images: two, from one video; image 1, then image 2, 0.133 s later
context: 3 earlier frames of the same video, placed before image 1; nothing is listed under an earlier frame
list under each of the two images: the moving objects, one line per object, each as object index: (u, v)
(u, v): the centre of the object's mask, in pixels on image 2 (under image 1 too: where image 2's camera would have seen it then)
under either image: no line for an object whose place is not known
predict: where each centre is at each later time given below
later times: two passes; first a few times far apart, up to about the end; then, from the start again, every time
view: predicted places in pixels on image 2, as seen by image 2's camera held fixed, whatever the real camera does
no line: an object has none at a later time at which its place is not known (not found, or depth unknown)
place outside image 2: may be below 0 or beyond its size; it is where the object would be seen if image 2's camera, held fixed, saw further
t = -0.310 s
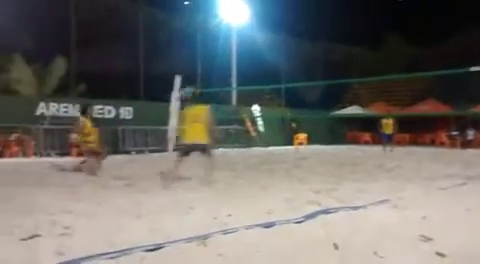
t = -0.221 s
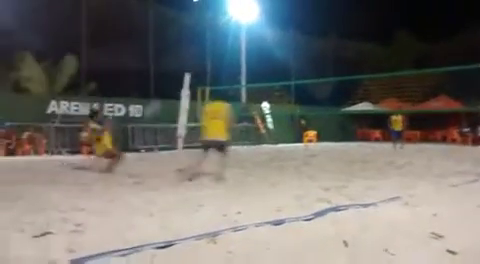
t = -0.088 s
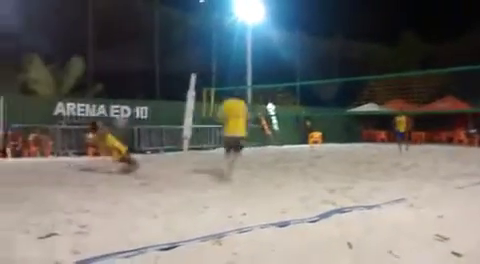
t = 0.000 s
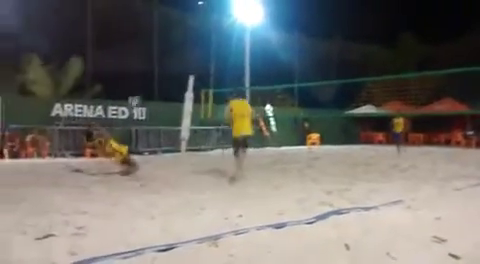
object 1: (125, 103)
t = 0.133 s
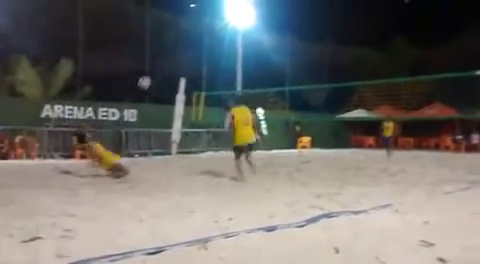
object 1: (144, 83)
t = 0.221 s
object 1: (157, 71)
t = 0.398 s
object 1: (183, 61)
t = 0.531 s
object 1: (202, 62)
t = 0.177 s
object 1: (151, 77)
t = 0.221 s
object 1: (157, 71)
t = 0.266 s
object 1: (164, 67)
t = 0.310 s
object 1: (170, 65)
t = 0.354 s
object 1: (176, 63)
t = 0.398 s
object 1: (183, 61)
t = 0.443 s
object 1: (190, 61)
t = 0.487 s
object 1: (197, 61)
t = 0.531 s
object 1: (202, 62)
